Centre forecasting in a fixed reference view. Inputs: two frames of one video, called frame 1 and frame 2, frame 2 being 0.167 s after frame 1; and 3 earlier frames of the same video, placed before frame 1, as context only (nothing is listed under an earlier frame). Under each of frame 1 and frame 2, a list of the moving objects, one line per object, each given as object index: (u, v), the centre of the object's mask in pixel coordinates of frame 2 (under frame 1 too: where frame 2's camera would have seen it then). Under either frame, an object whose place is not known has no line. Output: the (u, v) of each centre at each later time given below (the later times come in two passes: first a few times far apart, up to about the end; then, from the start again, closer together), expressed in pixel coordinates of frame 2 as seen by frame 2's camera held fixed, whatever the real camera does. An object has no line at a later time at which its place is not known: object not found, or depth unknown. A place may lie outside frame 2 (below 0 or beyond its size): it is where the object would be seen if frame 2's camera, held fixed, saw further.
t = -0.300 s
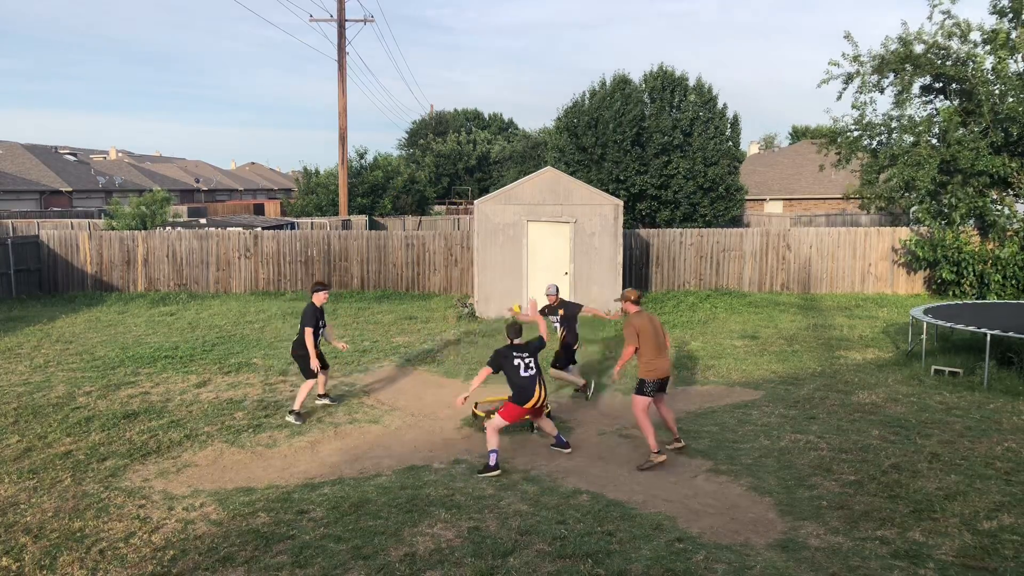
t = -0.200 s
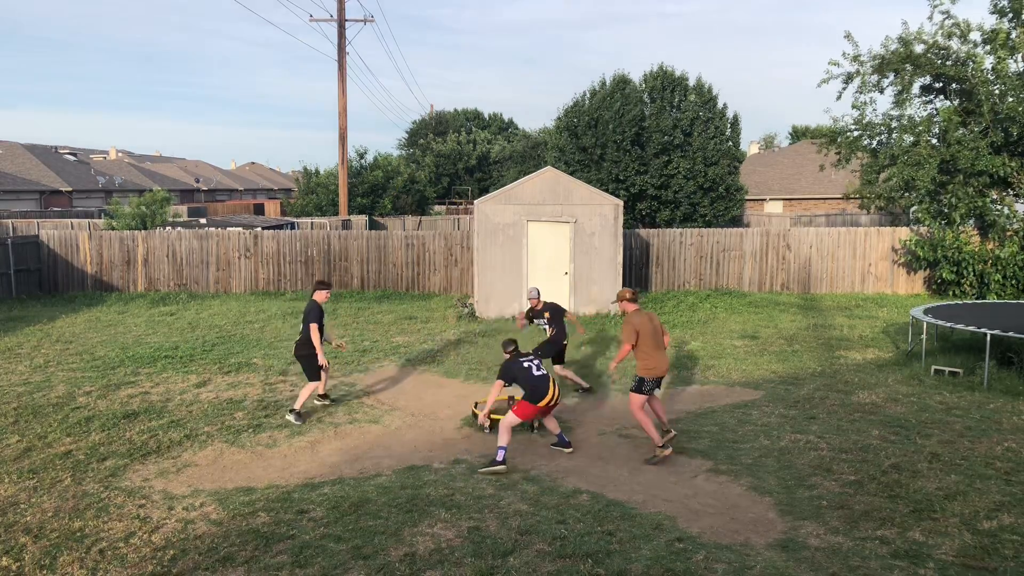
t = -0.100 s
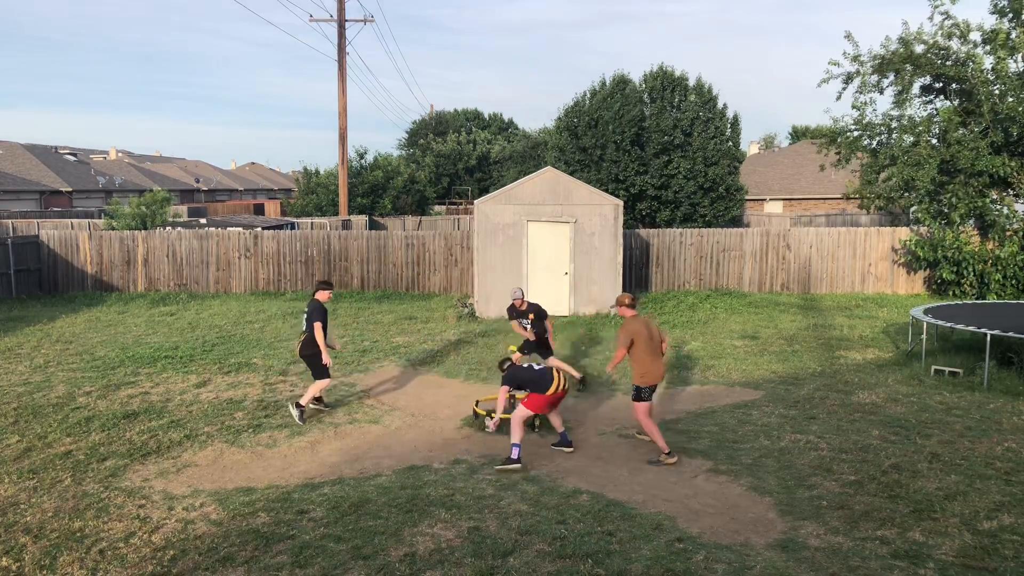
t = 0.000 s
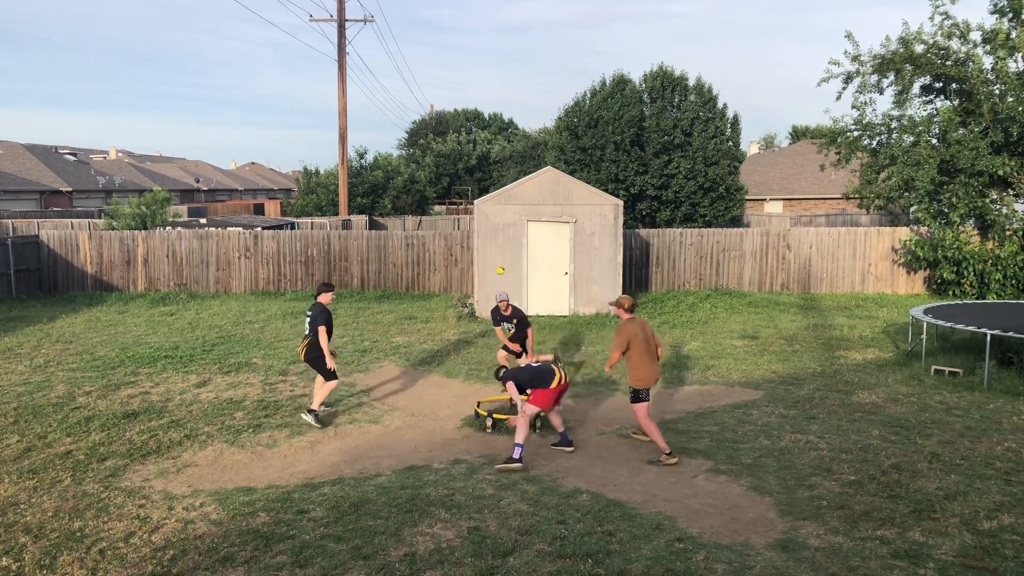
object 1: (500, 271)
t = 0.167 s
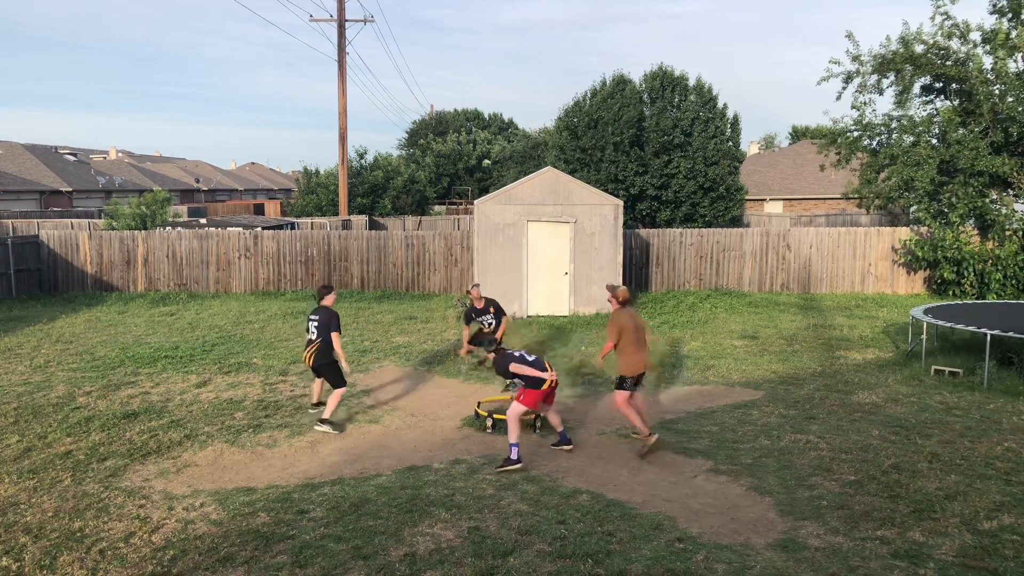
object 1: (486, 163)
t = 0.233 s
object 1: (481, 129)
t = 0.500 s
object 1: (473, 40)
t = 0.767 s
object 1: (470, 17)
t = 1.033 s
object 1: (472, 50)
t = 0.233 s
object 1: (481, 129)
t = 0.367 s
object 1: (477, 76)
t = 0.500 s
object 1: (473, 40)
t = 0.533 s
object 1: (472, 34)
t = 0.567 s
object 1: (471, 28)
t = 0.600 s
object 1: (471, 24)
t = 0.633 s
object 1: (471, 21)
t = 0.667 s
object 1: (470, 18)
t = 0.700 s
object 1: (470, 17)
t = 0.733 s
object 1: (470, 16)
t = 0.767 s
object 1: (470, 17)
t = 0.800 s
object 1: (470, 18)
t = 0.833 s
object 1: (470, 20)
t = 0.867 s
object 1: (470, 23)
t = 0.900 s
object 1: (470, 27)
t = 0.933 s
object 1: (470, 32)
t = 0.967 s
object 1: (471, 37)
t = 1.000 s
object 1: (471, 43)
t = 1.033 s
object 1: (472, 50)
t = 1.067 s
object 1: (472, 58)
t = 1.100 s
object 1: (473, 66)
